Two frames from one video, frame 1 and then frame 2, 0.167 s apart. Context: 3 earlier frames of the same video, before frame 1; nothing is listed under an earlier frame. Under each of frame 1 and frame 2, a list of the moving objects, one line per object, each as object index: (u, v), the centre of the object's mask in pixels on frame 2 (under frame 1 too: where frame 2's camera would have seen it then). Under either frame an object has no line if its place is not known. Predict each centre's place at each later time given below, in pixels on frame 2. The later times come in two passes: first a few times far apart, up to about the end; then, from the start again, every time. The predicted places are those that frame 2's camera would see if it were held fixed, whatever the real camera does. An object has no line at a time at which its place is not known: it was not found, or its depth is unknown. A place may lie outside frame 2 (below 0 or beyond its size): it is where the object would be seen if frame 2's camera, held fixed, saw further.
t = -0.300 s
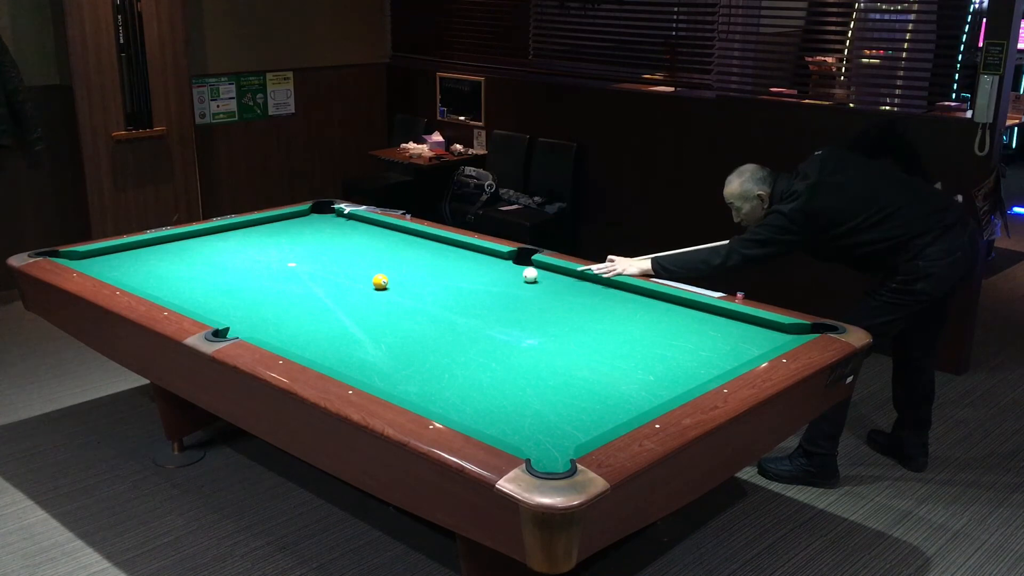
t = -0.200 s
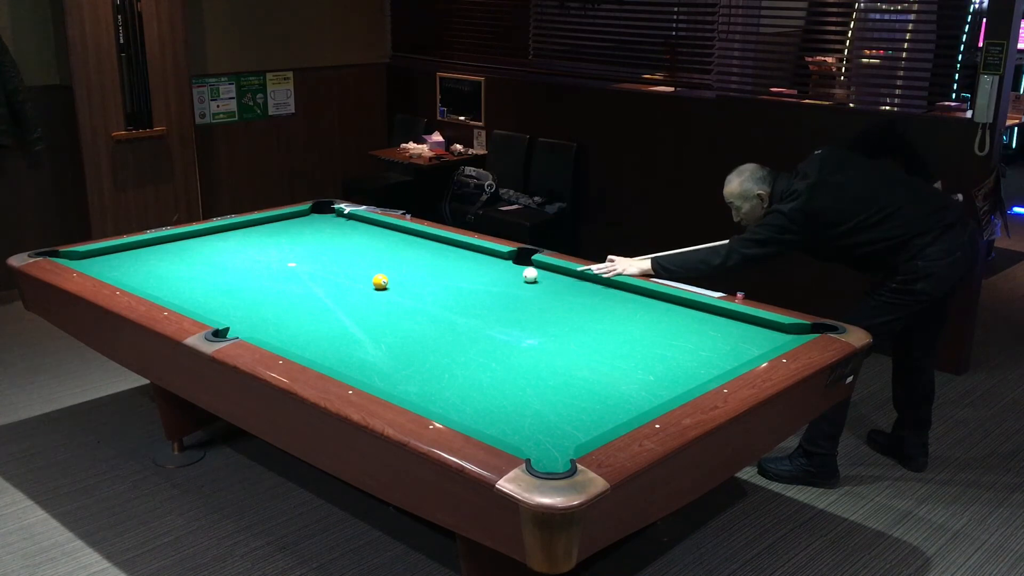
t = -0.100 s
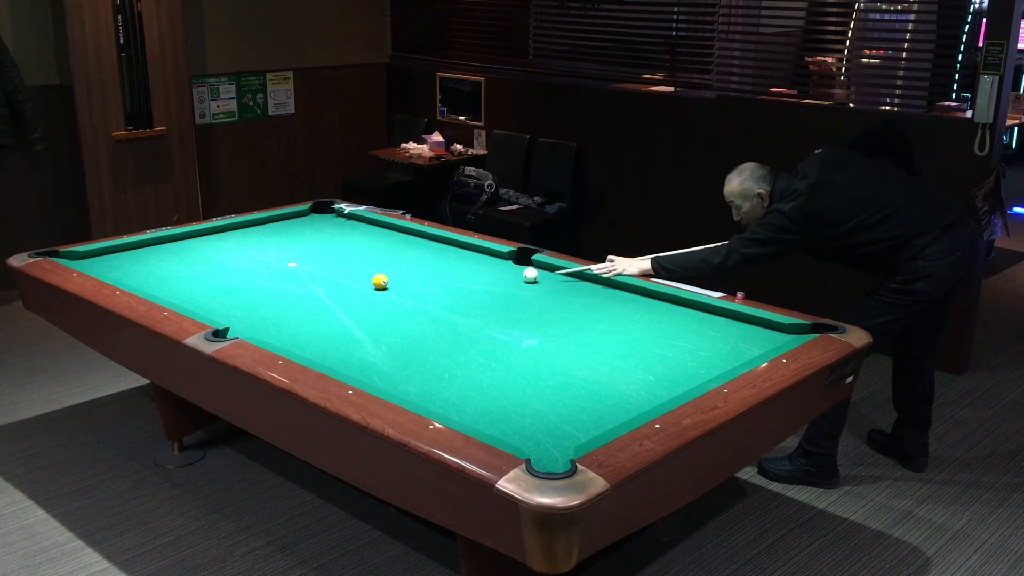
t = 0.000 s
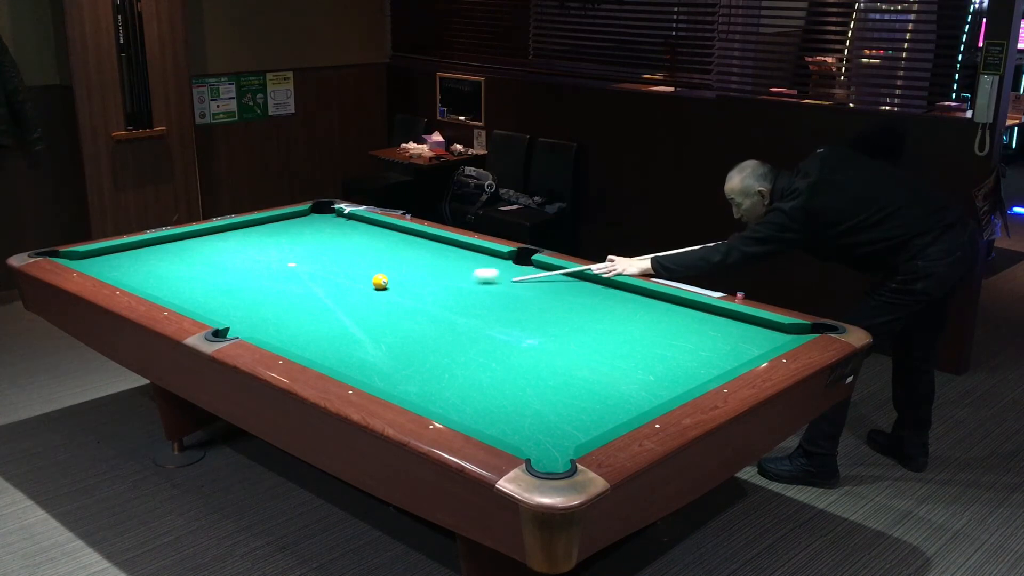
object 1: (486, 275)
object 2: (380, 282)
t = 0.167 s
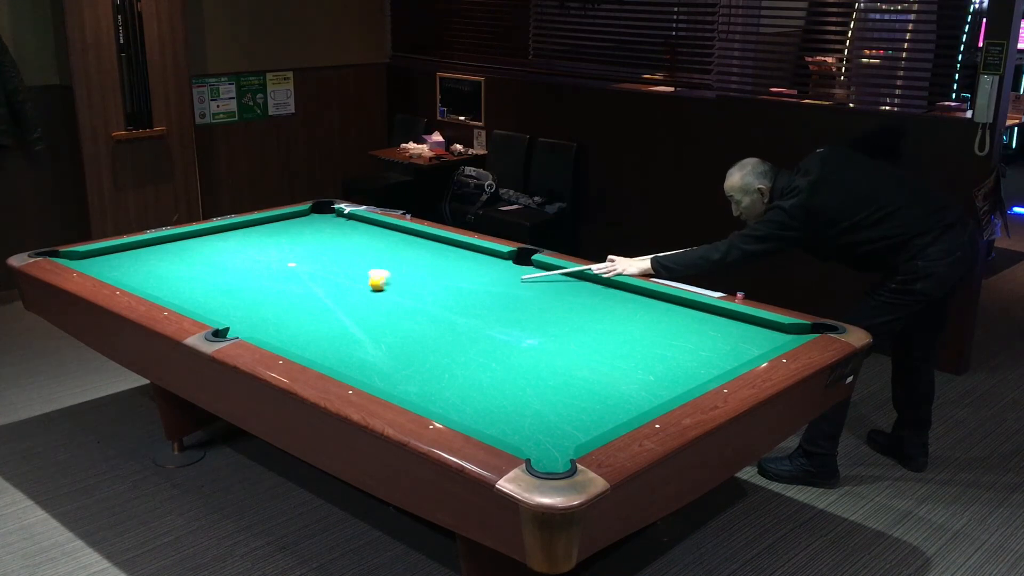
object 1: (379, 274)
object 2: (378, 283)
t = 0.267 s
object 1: (339, 271)
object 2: (363, 289)
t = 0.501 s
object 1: (270, 261)
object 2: (332, 303)
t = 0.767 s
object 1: (202, 250)
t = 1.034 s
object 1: (149, 243)
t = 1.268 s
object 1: (166, 250)
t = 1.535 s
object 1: (183, 256)
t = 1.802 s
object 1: (200, 262)
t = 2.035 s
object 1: (215, 268)
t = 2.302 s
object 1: (231, 275)
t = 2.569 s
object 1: (247, 281)
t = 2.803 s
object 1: (262, 286)
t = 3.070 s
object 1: (277, 292)
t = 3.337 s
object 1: (292, 298)
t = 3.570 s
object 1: (305, 303)
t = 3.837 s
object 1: (319, 309)
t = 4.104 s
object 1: (332, 314)
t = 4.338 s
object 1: (343, 318)
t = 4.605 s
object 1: (354, 322)
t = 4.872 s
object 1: (364, 327)
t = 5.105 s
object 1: (373, 330)
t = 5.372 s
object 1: (381, 333)
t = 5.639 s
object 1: (389, 336)
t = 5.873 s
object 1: (394, 339)
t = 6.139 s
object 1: (400, 341)
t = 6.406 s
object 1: (404, 343)
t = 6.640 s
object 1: (406, 344)
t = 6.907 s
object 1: (408, 345)
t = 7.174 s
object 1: (408, 345)
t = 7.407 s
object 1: (408, 345)
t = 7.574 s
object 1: (408, 345)
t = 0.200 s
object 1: (364, 273)
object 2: (372, 285)
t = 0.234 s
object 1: (352, 273)
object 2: (367, 287)
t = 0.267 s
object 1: (339, 271)
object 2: (363, 289)
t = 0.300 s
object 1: (327, 269)
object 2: (358, 291)
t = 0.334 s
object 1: (316, 267)
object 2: (354, 293)
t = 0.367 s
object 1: (306, 266)
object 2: (350, 295)
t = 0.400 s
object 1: (297, 264)
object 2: (345, 297)
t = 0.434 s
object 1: (288, 263)
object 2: (341, 299)
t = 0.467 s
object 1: (279, 262)
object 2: (337, 301)
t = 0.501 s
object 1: (270, 261)
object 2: (332, 303)
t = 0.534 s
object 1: (261, 259)
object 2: (327, 304)
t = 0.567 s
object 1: (252, 258)
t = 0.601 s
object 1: (244, 257)
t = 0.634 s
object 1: (235, 255)
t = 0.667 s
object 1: (227, 254)
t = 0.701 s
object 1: (218, 253)
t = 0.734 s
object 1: (210, 252)
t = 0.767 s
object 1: (202, 250)
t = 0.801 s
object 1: (194, 249)
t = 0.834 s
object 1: (185, 248)
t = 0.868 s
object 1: (178, 247)
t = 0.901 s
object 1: (170, 246)
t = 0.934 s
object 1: (162, 244)
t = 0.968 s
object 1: (154, 243)
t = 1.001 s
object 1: (148, 243)
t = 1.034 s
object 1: (149, 243)
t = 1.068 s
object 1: (152, 244)
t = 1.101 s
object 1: (154, 246)
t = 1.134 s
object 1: (157, 246)
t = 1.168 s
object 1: (159, 247)
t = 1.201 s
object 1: (161, 248)
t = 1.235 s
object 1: (163, 249)
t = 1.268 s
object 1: (166, 250)
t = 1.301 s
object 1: (168, 250)
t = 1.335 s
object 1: (170, 251)
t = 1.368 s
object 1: (172, 252)
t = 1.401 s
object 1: (174, 253)
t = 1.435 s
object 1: (176, 253)
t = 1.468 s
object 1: (179, 254)
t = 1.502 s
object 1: (181, 255)
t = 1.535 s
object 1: (183, 256)
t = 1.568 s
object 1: (185, 257)
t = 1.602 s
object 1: (187, 258)
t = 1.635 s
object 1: (189, 258)
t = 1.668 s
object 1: (191, 259)
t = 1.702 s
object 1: (193, 260)
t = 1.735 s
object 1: (195, 261)
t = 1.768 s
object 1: (198, 262)
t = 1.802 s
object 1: (200, 262)
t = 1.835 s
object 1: (202, 263)
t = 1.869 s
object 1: (204, 264)
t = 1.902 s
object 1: (206, 265)
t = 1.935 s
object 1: (208, 266)
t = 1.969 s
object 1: (211, 267)
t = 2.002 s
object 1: (212, 267)
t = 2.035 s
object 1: (215, 268)
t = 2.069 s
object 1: (217, 269)
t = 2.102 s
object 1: (219, 270)
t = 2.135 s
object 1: (221, 271)
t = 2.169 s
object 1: (223, 271)
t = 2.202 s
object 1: (225, 272)
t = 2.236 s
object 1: (227, 273)
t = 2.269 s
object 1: (229, 274)
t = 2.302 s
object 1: (231, 275)
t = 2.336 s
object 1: (233, 275)
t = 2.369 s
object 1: (235, 276)
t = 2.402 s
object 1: (237, 277)
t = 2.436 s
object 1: (239, 278)
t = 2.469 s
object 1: (241, 279)
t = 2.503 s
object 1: (244, 279)
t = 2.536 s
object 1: (245, 280)
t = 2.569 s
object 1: (247, 281)
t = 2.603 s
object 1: (249, 282)
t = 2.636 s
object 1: (252, 282)
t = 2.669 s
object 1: (253, 283)
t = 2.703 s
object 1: (255, 284)
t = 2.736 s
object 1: (257, 285)
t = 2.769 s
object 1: (260, 285)
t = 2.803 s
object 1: (262, 286)
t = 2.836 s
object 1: (263, 287)
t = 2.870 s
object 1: (265, 288)
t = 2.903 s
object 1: (267, 288)
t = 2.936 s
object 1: (269, 289)
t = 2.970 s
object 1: (271, 290)
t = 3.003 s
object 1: (273, 291)
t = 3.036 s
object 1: (275, 291)
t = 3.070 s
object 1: (277, 292)
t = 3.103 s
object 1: (279, 293)
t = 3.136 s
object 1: (281, 294)
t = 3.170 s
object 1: (283, 294)
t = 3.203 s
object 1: (285, 295)
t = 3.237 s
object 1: (286, 296)
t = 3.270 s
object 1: (288, 297)
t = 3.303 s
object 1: (290, 297)
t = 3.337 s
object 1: (292, 298)
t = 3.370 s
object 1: (294, 299)
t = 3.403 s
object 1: (296, 299)
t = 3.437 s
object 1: (297, 300)
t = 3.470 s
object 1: (299, 301)
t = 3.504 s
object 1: (301, 302)
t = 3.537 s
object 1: (303, 303)
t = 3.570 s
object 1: (305, 303)
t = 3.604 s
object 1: (306, 304)
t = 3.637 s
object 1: (308, 305)
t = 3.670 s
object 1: (310, 305)
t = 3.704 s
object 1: (312, 306)
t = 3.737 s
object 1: (314, 307)
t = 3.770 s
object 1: (315, 307)
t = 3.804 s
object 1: (317, 308)
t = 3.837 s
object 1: (319, 309)
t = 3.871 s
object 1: (321, 309)
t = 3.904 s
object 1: (322, 310)
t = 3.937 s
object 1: (324, 310)
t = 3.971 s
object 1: (326, 311)
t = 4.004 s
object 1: (327, 312)
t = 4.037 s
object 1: (329, 312)
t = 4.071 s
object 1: (330, 313)
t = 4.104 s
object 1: (332, 314)
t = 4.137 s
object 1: (333, 314)
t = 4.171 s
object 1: (335, 315)
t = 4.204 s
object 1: (337, 316)
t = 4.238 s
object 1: (338, 316)
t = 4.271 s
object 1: (340, 317)
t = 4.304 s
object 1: (341, 317)
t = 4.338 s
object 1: (343, 318)
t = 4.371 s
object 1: (344, 319)
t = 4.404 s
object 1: (345, 319)
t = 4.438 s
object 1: (347, 320)
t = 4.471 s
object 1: (349, 320)
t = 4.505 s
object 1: (350, 320)
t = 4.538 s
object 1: (351, 321)
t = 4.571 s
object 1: (352, 322)
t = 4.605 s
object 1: (354, 322)
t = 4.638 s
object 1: (355, 323)
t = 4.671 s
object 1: (357, 324)
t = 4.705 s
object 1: (358, 323)
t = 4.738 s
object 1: (359, 324)
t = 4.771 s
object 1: (360, 325)
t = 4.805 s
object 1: (362, 326)
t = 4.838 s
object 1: (363, 326)
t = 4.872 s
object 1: (364, 327)
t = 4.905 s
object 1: (365, 327)
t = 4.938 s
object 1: (367, 327)
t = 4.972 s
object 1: (368, 328)
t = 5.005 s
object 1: (369, 329)
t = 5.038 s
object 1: (370, 329)
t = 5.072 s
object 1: (371, 330)
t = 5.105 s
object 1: (373, 330)
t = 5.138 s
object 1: (374, 331)
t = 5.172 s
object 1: (375, 331)
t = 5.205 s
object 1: (376, 332)
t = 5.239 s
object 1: (377, 332)
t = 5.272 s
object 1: (378, 332)
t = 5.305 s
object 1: (379, 333)
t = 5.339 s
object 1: (380, 333)
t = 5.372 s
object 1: (381, 333)
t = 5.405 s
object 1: (382, 334)
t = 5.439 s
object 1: (383, 334)
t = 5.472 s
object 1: (384, 335)
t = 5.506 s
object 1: (385, 335)
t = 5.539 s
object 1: (386, 335)
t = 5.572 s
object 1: (387, 336)
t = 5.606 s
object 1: (388, 336)
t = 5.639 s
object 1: (389, 336)
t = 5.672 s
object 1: (389, 337)
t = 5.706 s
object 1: (390, 338)
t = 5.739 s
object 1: (391, 338)
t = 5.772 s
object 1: (392, 338)
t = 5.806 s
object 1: (393, 338)
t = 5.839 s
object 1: (393, 338)
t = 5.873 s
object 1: (394, 339)
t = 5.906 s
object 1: (395, 340)
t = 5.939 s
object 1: (396, 339)
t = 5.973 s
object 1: (396, 340)
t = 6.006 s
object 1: (397, 340)
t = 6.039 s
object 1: (398, 340)
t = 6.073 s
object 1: (398, 341)
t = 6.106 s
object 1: (399, 341)
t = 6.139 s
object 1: (400, 341)
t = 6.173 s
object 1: (400, 341)
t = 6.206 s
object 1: (401, 341)
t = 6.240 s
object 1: (401, 342)
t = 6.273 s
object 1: (402, 342)
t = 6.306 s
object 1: (402, 342)
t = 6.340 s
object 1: (403, 342)
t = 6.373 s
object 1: (403, 342)
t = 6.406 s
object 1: (404, 343)
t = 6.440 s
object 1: (404, 343)
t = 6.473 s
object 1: (405, 343)
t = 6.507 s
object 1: (405, 343)
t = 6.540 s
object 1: (405, 343)
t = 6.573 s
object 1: (406, 344)
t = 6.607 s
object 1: (406, 344)
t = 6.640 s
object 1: (406, 344)
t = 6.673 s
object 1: (407, 344)
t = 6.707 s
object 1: (407, 344)
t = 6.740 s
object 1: (407, 344)
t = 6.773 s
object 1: (407, 345)
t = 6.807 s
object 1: (407, 345)
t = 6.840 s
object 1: (407, 345)
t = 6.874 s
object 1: (408, 345)
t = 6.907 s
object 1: (408, 345)
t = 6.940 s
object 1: (408, 345)
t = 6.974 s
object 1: (408, 345)
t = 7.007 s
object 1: (408, 345)
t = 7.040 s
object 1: (408, 345)
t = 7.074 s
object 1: (408, 345)
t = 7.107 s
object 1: (408, 345)
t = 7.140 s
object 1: (408, 345)
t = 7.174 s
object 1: (408, 345)
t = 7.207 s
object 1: (408, 345)
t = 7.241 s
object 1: (408, 345)
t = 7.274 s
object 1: (408, 345)
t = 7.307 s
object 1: (408, 345)
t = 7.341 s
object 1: (408, 345)
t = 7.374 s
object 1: (408, 345)
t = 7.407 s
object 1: (408, 345)
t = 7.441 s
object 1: (408, 345)
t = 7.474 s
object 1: (408, 345)
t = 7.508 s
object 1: (408, 345)
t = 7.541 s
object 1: (408, 345)
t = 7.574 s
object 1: (408, 345)
